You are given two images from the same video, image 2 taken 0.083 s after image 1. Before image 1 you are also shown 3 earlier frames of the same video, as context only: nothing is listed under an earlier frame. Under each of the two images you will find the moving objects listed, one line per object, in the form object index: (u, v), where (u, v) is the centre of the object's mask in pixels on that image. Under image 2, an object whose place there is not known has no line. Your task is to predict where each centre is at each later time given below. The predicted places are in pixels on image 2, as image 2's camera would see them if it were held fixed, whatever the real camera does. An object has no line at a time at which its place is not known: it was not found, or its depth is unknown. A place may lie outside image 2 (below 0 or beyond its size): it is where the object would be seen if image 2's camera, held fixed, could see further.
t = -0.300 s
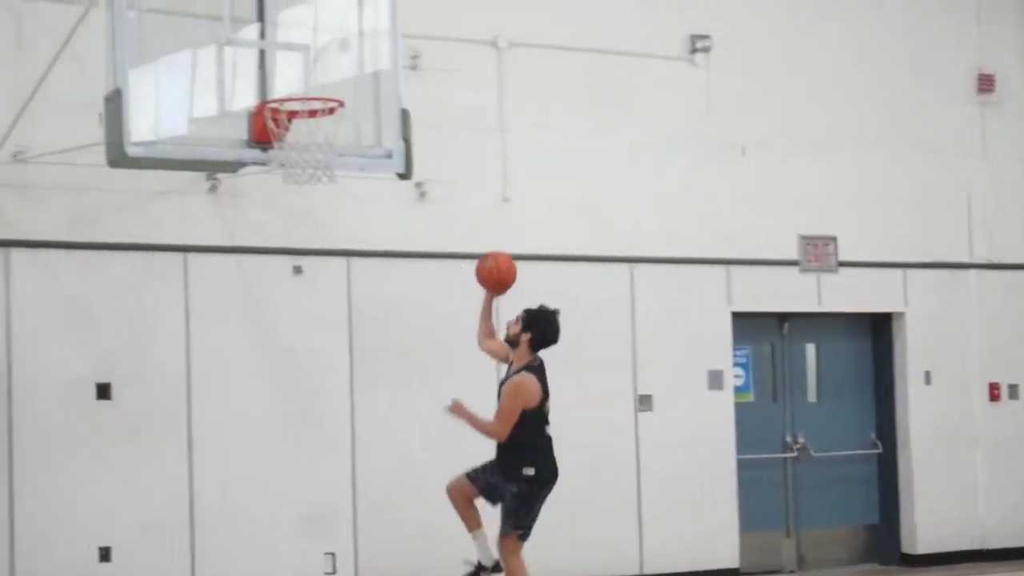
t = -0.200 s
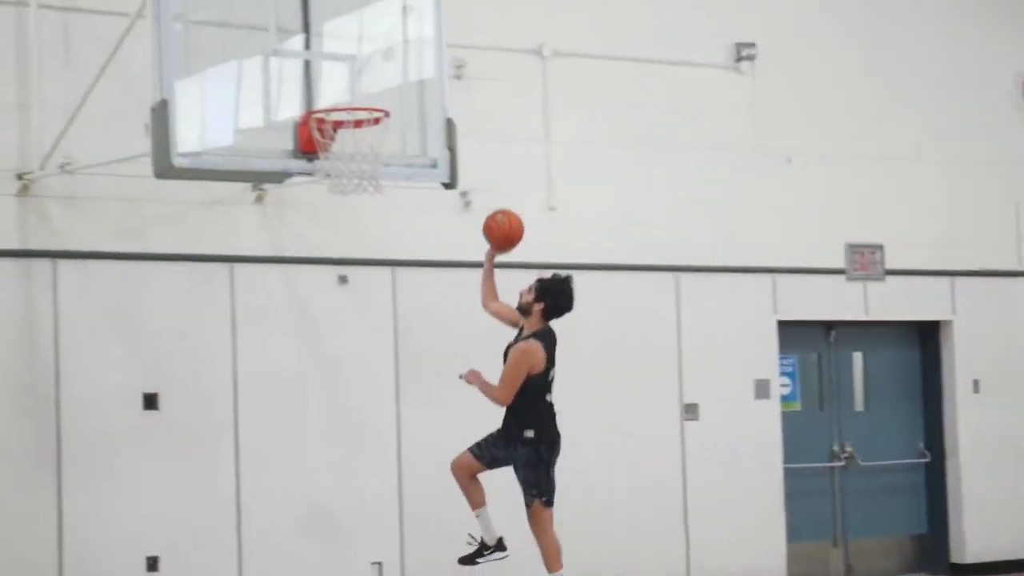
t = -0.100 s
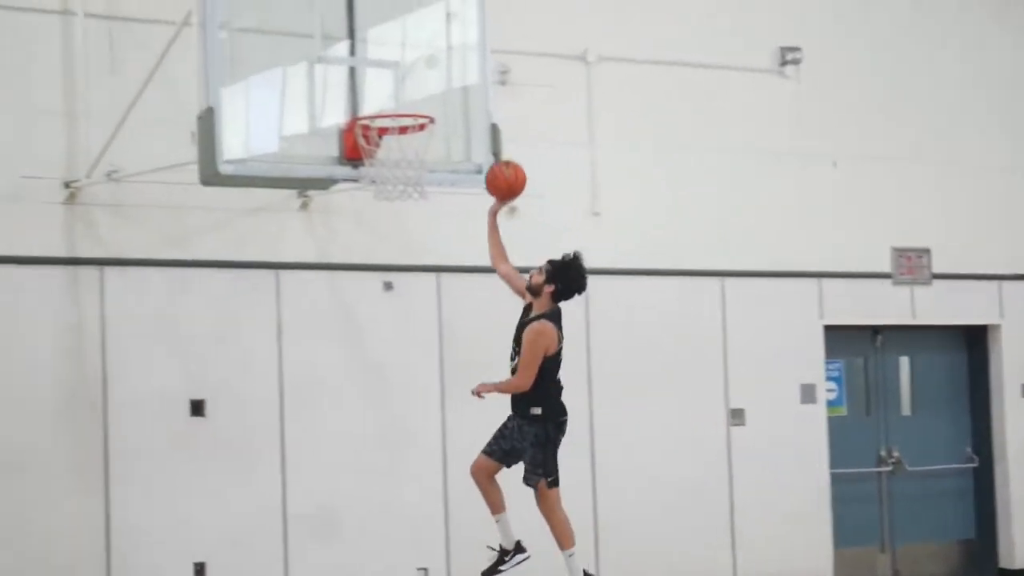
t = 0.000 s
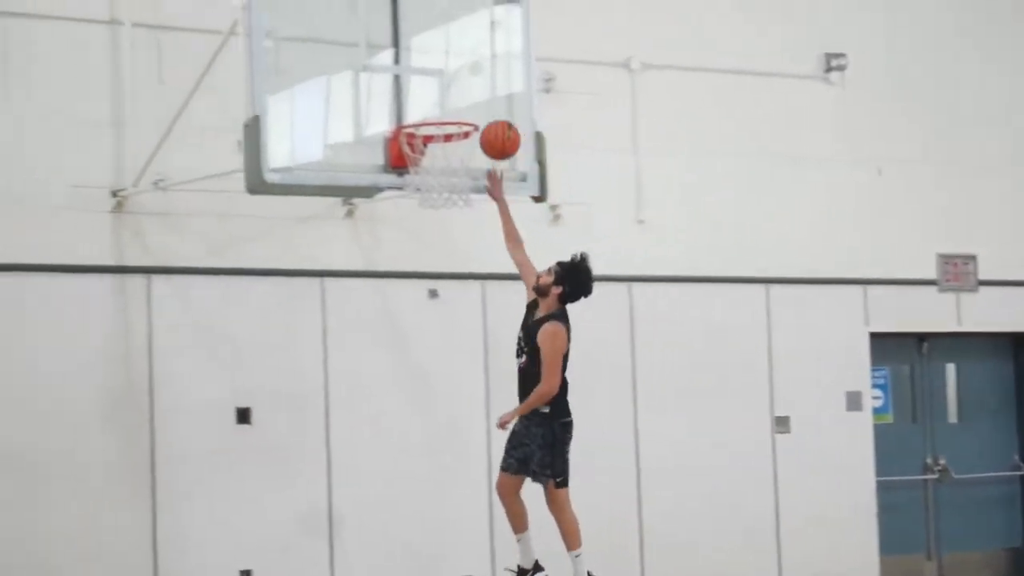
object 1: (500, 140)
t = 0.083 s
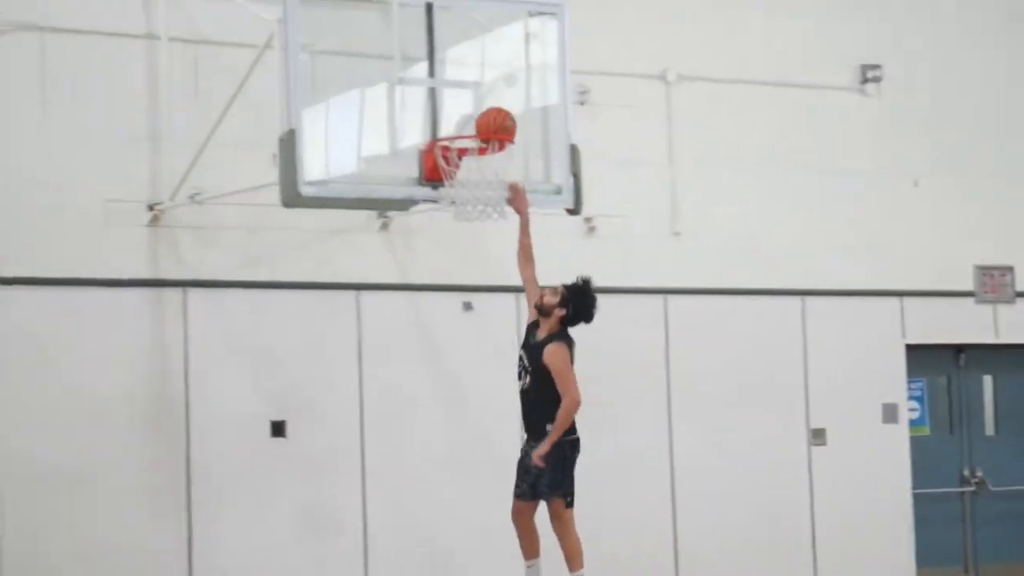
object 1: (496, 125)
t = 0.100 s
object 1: (495, 124)
